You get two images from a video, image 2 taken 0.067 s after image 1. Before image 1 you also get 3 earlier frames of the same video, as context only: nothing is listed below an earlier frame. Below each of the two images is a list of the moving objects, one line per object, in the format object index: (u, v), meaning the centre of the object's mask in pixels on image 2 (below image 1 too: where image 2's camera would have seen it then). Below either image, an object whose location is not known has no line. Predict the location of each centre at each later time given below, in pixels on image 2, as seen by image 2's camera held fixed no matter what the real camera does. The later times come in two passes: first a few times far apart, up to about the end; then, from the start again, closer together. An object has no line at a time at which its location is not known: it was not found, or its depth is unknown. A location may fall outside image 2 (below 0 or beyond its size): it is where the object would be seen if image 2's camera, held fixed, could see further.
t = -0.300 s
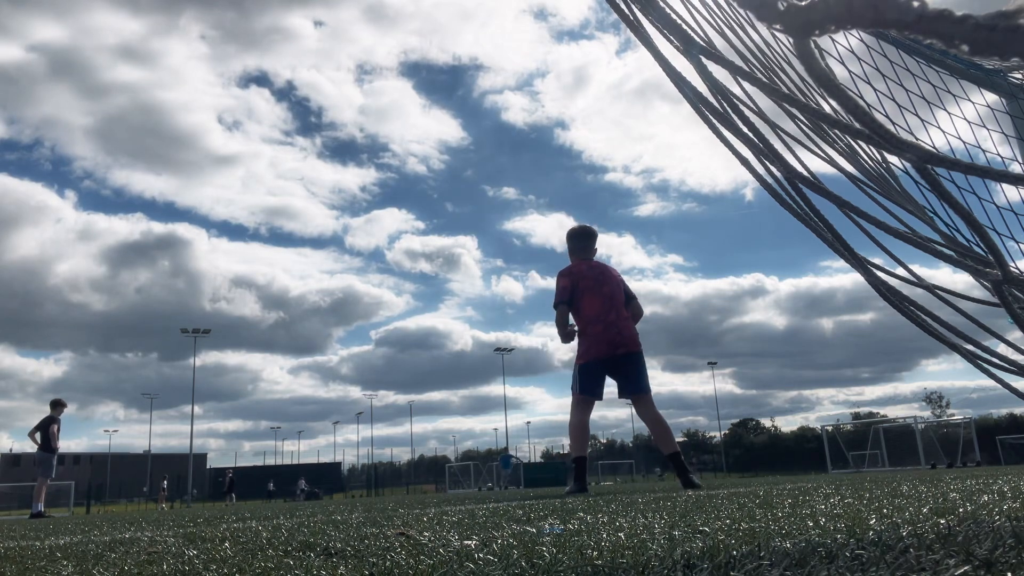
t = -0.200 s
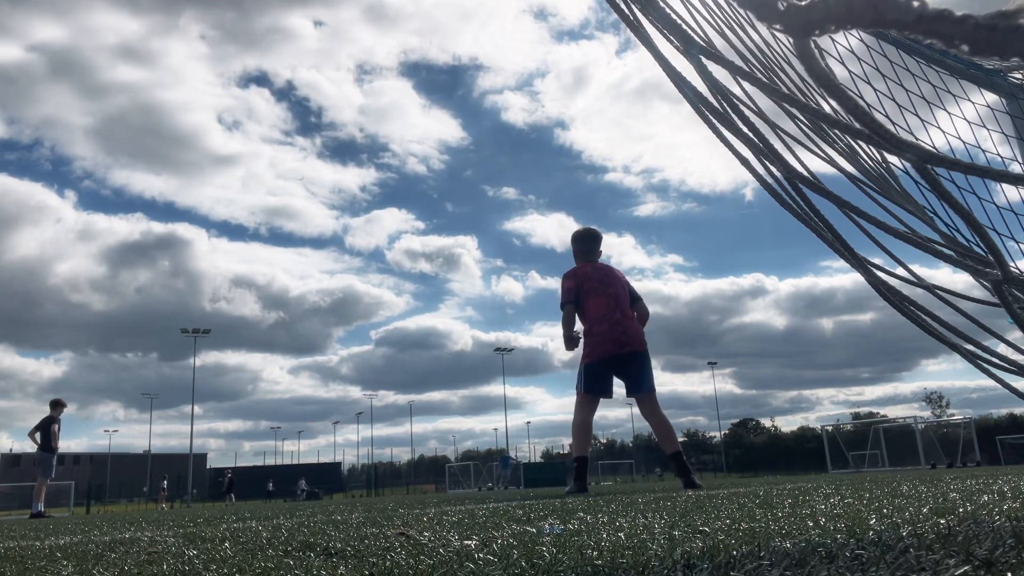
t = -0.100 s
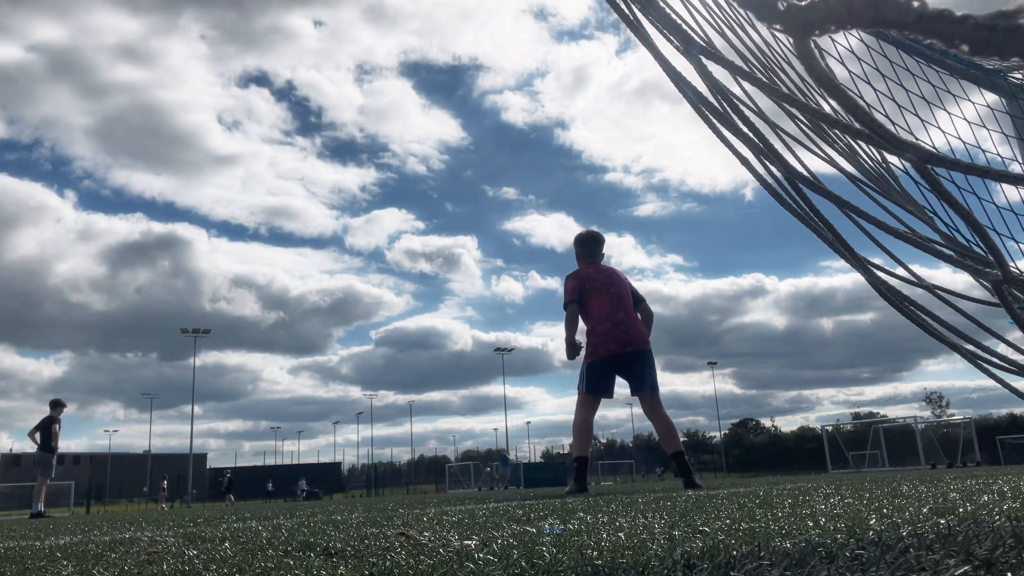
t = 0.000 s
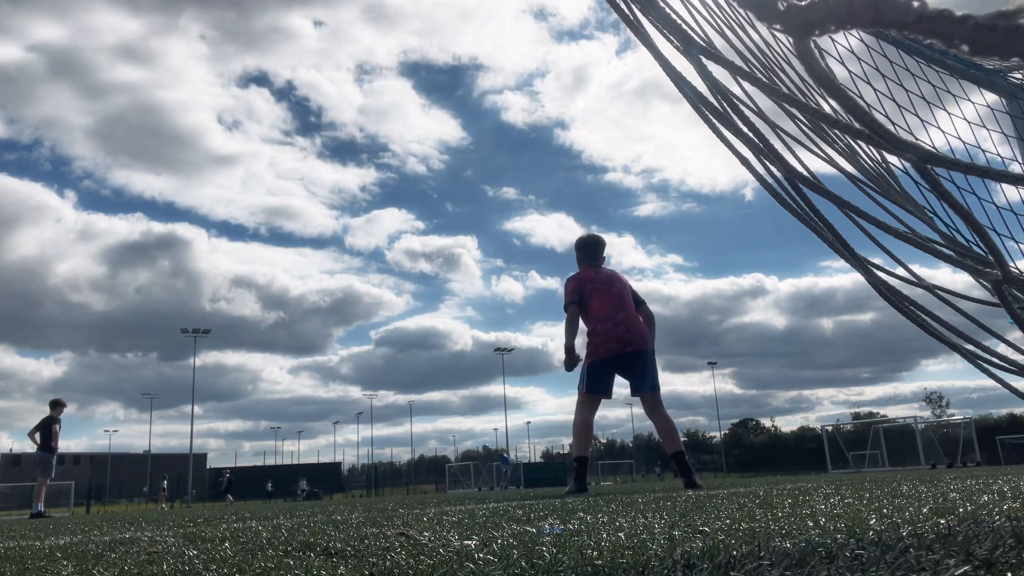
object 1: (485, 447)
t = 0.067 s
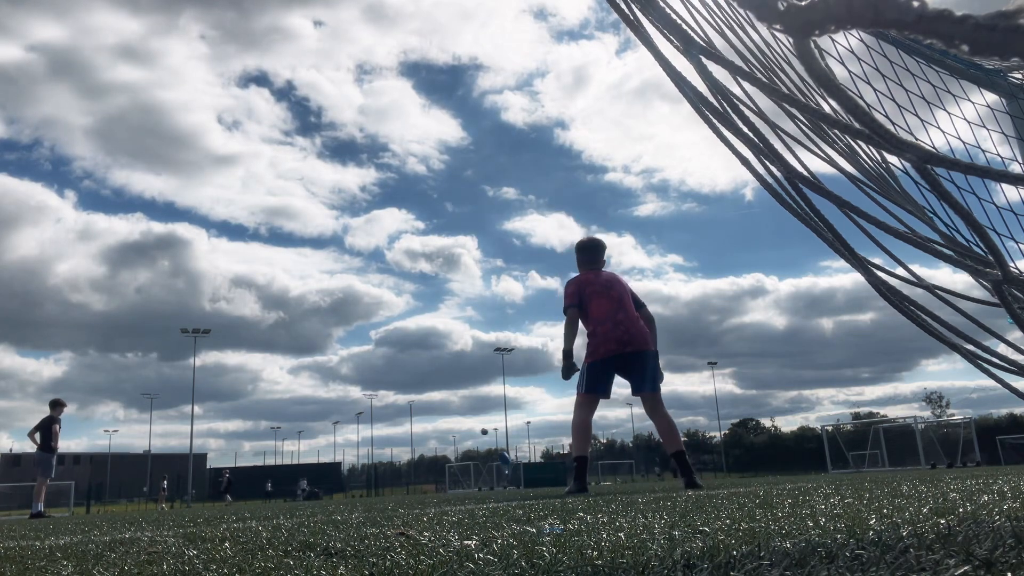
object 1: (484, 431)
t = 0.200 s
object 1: (483, 398)
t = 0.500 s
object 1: (486, 320)
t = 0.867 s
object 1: (511, 212)
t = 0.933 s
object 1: (522, 190)
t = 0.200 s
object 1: (483, 398)
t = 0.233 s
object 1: (483, 390)
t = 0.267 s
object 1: (483, 382)
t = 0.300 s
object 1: (483, 373)
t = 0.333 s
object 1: (483, 365)
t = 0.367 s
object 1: (484, 356)
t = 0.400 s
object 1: (483, 347)
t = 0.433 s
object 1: (484, 338)
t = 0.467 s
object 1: (485, 329)
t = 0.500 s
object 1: (486, 320)
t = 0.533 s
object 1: (487, 311)
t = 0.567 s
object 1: (488, 301)
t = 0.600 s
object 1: (489, 292)
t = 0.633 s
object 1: (491, 283)
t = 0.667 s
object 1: (493, 273)
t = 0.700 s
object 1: (495, 263)
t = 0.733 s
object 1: (498, 254)
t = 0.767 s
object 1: (501, 244)
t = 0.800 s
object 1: (504, 234)
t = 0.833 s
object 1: (507, 223)
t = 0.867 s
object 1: (511, 212)
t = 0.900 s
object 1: (516, 201)
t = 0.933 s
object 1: (522, 190)
